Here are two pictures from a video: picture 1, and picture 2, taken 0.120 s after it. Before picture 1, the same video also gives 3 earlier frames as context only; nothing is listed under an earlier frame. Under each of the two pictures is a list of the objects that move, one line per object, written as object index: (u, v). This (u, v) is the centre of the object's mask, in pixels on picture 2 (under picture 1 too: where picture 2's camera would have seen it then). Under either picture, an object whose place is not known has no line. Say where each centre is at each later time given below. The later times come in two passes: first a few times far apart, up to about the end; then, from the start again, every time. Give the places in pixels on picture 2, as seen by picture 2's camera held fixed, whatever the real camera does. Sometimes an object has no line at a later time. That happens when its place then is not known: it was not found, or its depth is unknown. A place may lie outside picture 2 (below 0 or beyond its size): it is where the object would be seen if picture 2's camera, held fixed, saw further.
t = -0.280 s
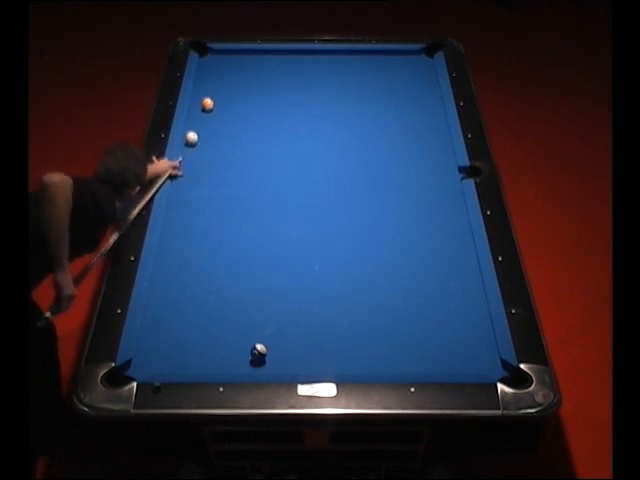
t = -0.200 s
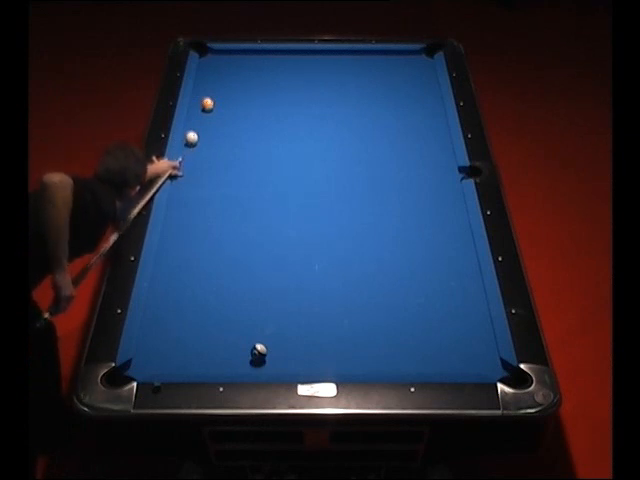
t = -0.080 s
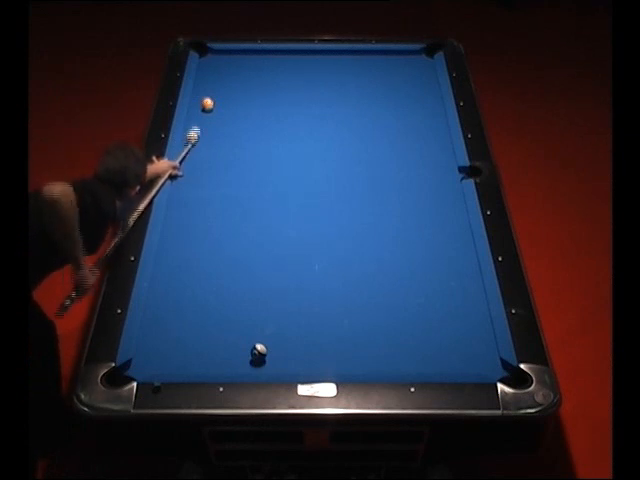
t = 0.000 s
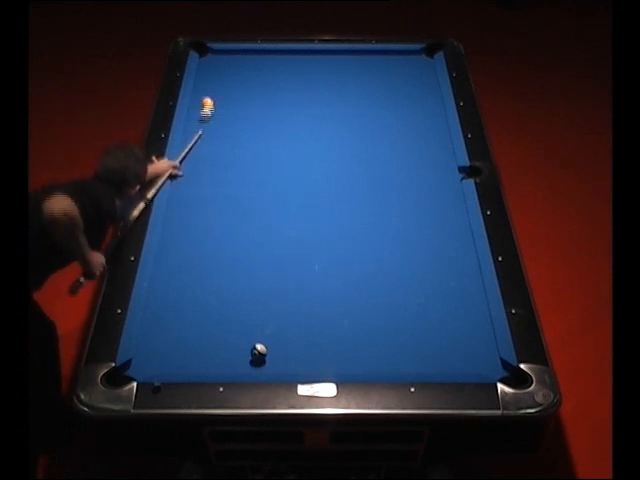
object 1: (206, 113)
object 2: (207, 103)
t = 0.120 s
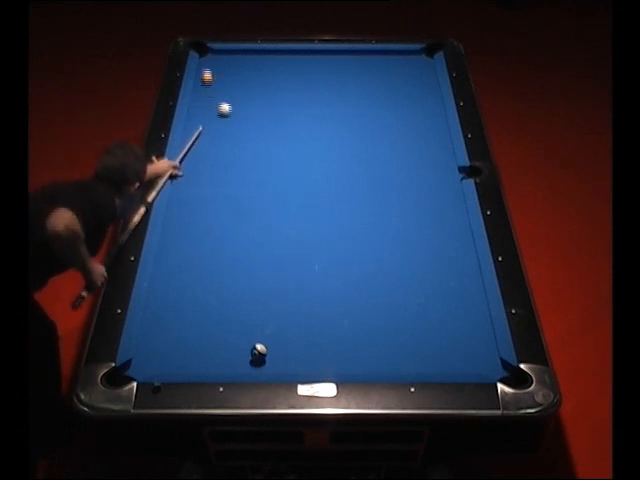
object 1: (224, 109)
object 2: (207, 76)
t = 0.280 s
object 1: (242, 112)
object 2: (201, 48)
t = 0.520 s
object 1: (263, 122)
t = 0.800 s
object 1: (287, 134)
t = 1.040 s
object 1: (307, 144)
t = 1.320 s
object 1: (331, 156)
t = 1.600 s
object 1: (354, 168)
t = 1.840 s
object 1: (374, 178)
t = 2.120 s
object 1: (397, 189)
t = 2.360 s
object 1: (416, 199)
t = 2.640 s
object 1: (438, 210)
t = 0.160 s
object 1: (230, 109)
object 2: (206, 67)
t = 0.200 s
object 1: (234, 110)
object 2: (206, 58)
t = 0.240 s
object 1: (239, 111)
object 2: (205, 51)
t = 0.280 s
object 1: (242, 112)
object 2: (201, 48)
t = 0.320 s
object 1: (246, 114)
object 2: (196, 49)
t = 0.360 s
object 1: (249, 115)
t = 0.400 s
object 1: (253, 117)
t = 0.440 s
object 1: (256, 119)
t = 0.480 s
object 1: (260, 121)
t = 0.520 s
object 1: (263, 122)
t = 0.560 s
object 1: (267, 124)
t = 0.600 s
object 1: (270, 125)
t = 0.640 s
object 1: (273, 127)
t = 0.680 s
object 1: (277, 129)
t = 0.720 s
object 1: (280, 131)
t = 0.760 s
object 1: (283, 132)
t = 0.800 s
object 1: (287, 134)
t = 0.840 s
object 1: (290, 136)
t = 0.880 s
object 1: (294, 138)
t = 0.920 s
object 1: (297, 139)
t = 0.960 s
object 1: (300, 141)
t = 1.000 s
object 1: (304, 142)
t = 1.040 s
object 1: (307, 144)
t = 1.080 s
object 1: (310, 146)
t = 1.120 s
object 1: (314, 148)
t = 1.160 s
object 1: (317, 149)
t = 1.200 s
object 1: (321, 151)
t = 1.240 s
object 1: (324, 153)
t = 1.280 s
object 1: (327, 154)
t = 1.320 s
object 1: (331, 156)
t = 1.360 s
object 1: (334, 158)
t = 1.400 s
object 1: (337, 159)
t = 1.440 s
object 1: (341, 161)
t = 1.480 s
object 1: (344, 163)
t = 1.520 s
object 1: (348, 165)
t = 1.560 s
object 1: (351, 167)
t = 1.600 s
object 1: (354, 168)
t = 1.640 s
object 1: (358, 169)
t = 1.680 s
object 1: (361, 171)
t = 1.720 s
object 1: (364, 173)
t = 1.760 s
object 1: (367, 175)
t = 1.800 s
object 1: (371, 176)
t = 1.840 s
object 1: (374, 178)
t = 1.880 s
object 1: (377, 179)
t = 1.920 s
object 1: (380, 181)
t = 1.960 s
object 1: (384, 183)
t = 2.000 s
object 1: (387, 184)
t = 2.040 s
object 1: (390, 186)
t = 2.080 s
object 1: (393, 188)
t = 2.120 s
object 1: (397, 189)
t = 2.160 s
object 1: (400, 191)
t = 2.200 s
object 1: (403, 193)
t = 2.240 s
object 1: (406, 194)
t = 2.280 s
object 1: (409, 196)
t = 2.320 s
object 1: (413, 197)
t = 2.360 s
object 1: (416, 199)
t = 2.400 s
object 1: (419, 200)
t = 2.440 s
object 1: (422, 202)
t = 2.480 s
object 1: (425, 204)
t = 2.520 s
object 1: (428, 205)
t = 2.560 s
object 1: (431, 207)
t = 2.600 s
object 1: (435, 208)
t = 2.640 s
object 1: (438, 210)
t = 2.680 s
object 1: (441, 212)
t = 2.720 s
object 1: (444, 213)
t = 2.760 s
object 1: (447, 215)
